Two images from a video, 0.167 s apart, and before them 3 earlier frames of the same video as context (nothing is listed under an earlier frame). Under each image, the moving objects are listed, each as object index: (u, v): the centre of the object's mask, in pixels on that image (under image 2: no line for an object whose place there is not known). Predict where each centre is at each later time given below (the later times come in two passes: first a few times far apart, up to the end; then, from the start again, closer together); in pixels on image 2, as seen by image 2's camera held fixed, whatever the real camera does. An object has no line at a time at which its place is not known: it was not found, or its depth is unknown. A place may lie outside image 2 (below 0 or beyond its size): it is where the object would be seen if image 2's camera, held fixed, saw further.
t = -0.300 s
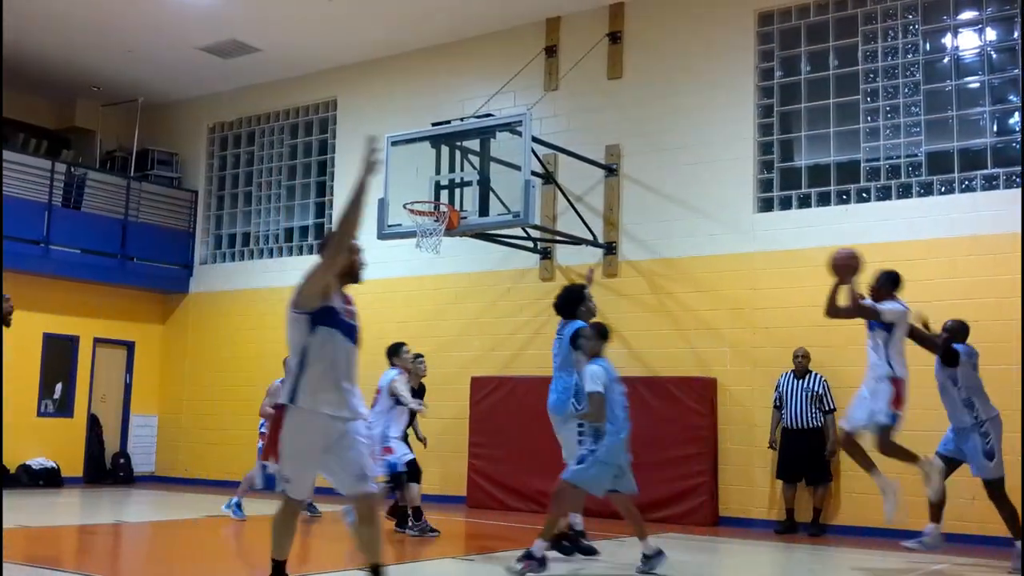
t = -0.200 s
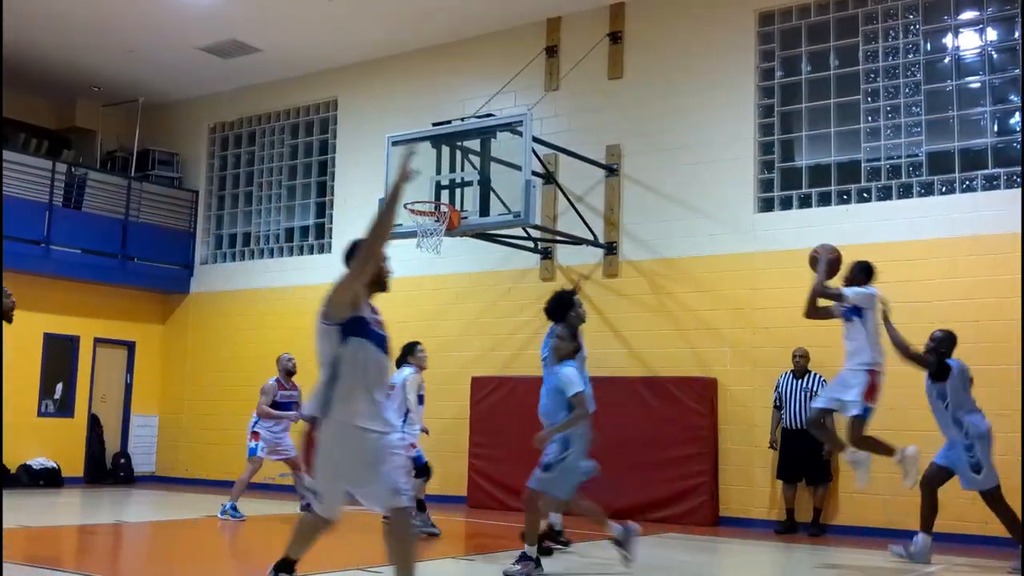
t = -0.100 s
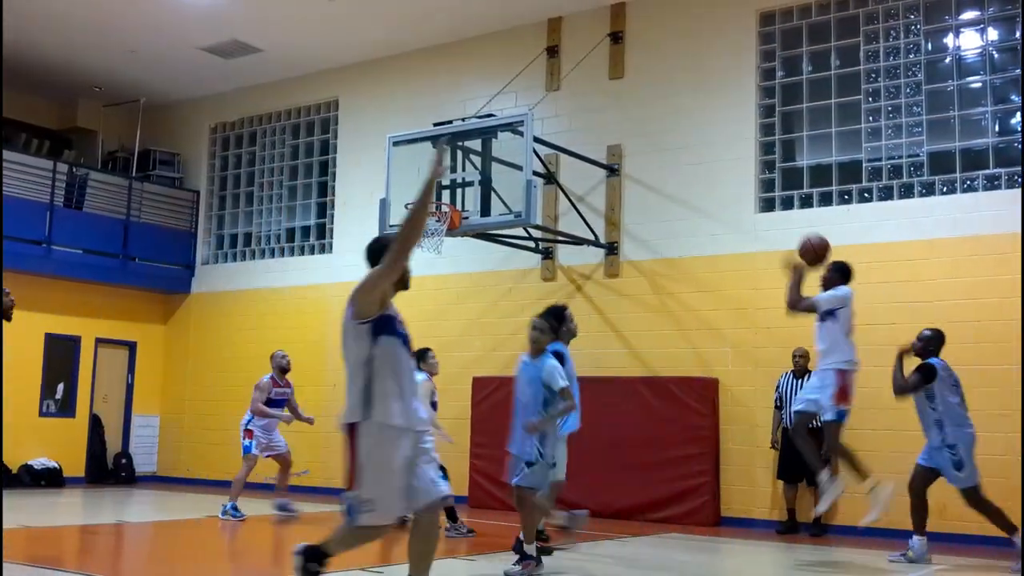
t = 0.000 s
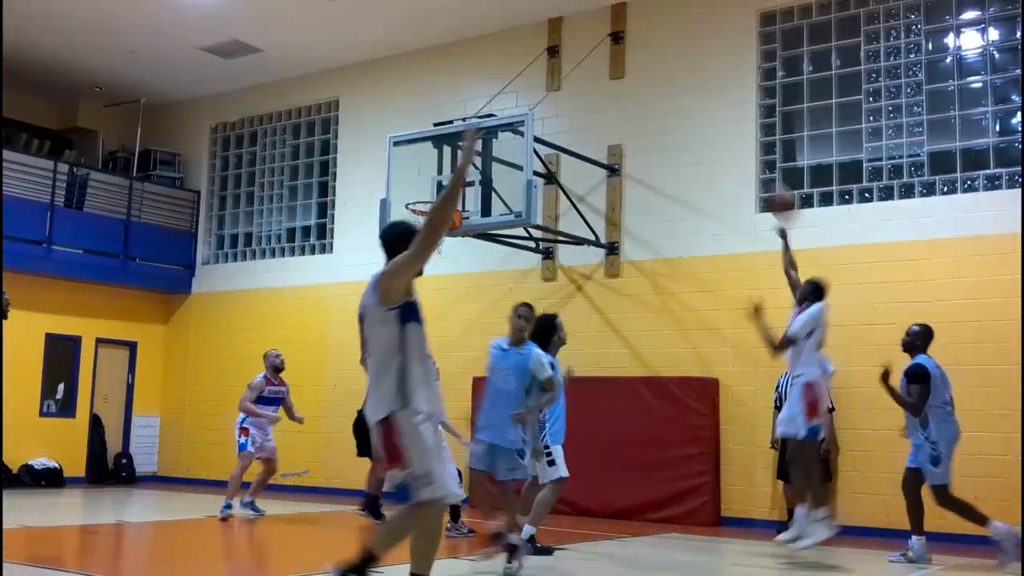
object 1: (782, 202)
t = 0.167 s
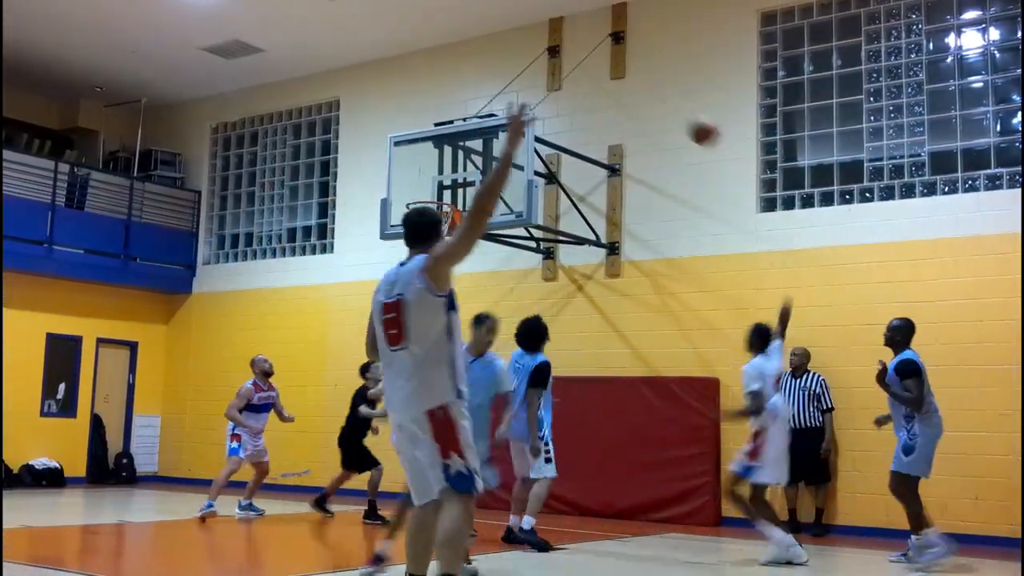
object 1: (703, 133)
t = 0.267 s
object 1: (659, 106)
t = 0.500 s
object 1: (569, 94)
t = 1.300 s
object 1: (377, 170)
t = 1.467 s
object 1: (354, 193)
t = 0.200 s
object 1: (688, 123)
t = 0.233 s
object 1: (673, 113)
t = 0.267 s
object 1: (659, 106)
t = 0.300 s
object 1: (646, 100)
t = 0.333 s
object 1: (633, 96)
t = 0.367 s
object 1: (620, 92)
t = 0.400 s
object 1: (606, 90)
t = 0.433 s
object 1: (594, 90)
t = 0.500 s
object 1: (569, 94)
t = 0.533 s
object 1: (556, 96)
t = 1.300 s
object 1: (377, 170)
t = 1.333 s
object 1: (373, 172)
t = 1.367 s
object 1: (369, 176)
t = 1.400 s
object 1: (364, 181)
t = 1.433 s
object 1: (359, 186)
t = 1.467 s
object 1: (354, 193)
